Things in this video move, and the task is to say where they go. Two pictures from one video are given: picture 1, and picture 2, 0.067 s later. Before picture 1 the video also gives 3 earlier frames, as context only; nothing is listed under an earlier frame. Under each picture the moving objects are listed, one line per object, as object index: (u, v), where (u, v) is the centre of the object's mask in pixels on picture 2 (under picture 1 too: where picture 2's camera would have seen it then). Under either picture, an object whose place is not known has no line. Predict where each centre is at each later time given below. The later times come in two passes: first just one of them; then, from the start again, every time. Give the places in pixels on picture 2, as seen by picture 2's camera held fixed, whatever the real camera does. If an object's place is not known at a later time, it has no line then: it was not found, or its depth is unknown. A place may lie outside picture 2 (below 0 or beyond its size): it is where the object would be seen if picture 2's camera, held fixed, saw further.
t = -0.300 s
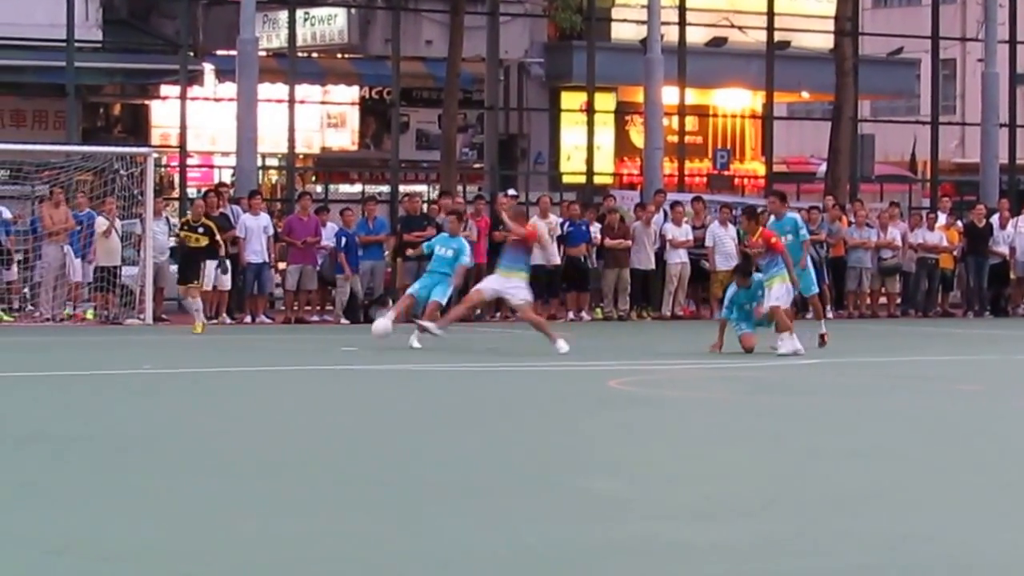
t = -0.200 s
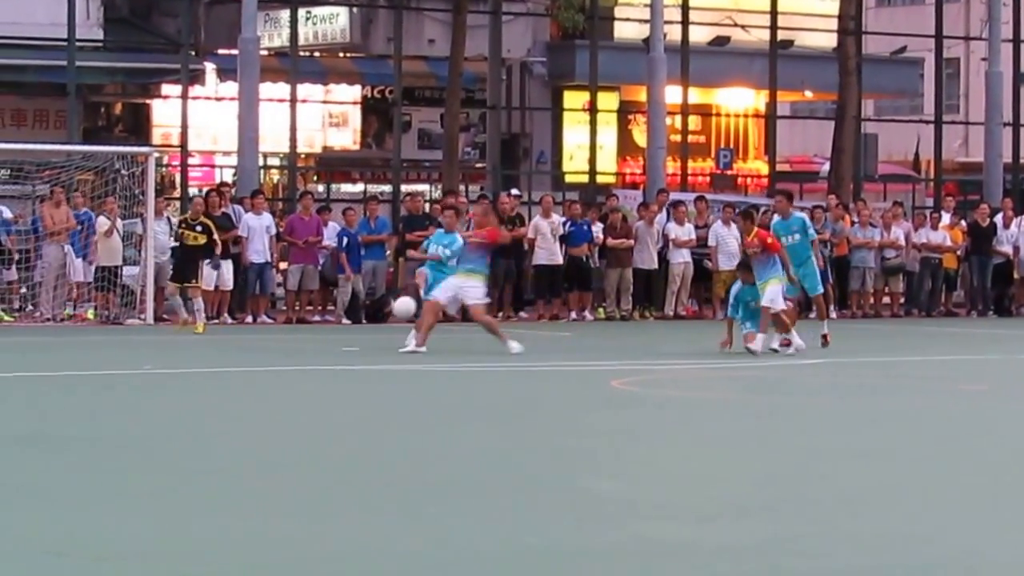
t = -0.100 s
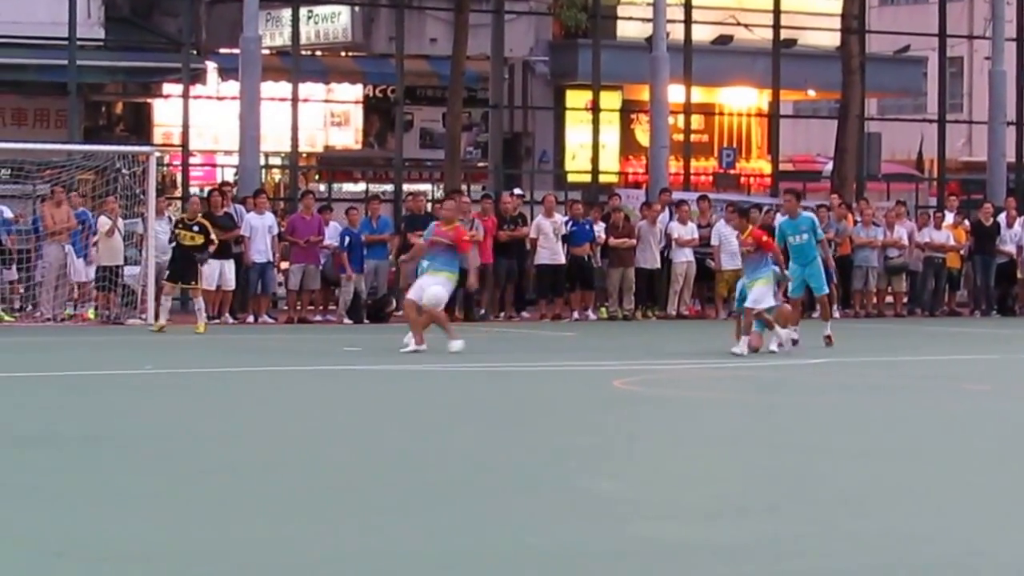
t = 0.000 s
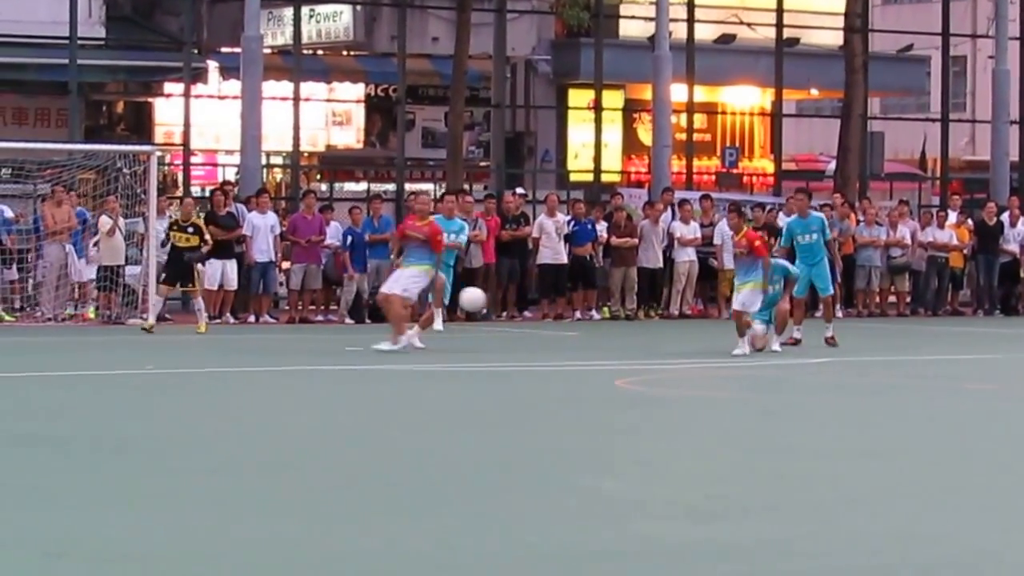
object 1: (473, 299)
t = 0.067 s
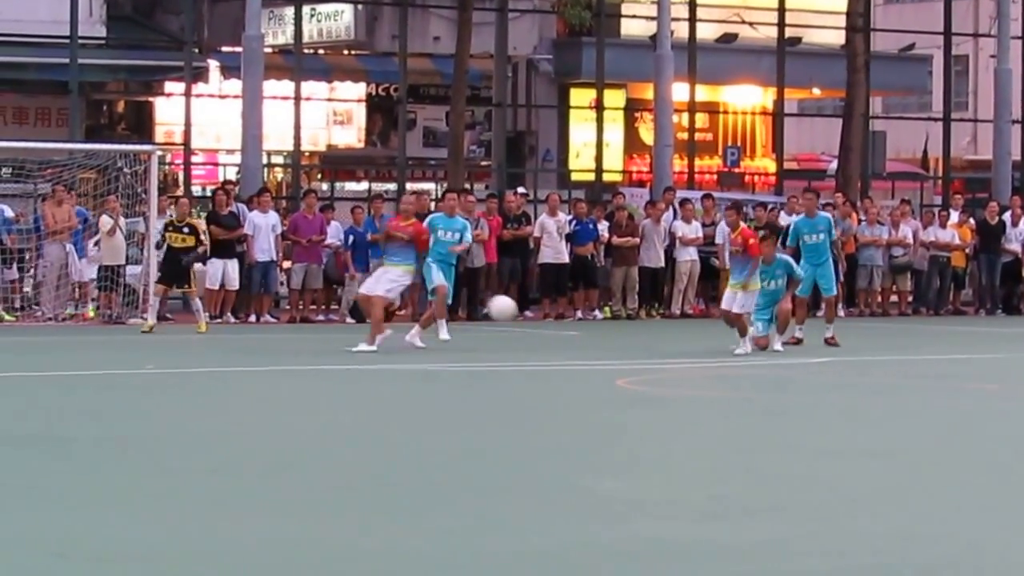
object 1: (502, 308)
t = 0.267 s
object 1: (614, 385)
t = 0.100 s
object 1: (517, 314)
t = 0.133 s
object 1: (535, 323)
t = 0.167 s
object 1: (552, 334)
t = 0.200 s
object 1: (572, 349)
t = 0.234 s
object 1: (592, 364)
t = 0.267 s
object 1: (614, 385)
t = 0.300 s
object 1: (636, 390)
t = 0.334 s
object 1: (658, 379)
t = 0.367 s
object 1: (679, 371)
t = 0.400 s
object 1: (702, 364)
